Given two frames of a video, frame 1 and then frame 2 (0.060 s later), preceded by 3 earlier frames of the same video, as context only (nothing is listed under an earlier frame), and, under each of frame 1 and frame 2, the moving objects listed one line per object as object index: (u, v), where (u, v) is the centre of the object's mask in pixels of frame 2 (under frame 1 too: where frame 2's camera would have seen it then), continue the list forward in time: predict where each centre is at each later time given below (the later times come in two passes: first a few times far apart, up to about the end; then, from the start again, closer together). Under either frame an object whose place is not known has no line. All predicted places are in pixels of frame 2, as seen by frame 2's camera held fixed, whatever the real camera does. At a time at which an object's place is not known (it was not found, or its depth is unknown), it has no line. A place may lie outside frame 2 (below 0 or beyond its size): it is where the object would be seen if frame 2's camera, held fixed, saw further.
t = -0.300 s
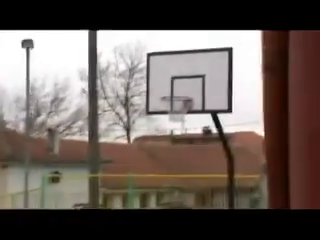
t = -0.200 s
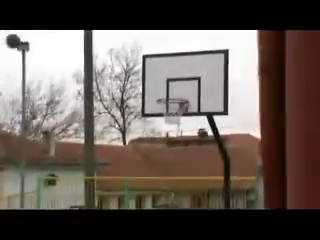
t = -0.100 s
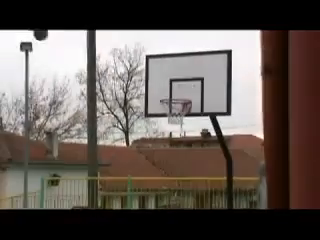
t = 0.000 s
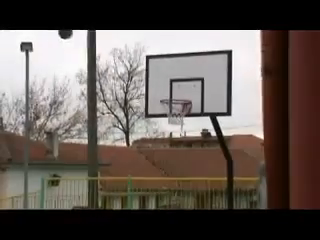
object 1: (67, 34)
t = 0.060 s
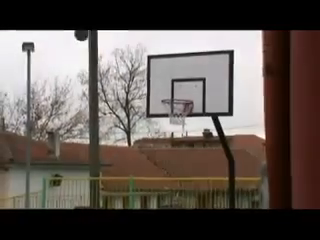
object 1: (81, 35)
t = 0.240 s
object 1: (125, 52)
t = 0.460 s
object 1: (178, 101)
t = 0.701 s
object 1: (180, 109)
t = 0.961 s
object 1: (171, 114)
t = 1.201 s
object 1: (180, 117)
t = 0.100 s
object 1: (91, 36)
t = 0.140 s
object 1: (101, 39)
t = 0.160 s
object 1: (106, 41)
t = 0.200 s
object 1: (115, 46)
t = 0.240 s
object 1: (125, 52)
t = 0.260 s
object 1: (130, 55)
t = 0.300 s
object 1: (139, 62)
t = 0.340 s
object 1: (149, 71)
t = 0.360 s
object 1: (154, 75)
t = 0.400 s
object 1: (164, 85)
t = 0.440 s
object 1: (174, 95)
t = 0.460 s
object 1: (178, 101)
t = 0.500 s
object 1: (185, 108)
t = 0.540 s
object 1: (188, 111)
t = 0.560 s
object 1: (188, 110)
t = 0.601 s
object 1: (185, 110)
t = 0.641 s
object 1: (182, 109)
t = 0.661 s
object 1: (182, 109)
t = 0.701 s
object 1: (180, 109)
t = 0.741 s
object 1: (174, 110)
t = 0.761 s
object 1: (172, 111)
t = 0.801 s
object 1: (171, 111)
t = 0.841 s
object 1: (169, 111)
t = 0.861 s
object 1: (170, 111)
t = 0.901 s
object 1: (170, 112)
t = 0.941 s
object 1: (170, 113)
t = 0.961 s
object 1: (171, 114)
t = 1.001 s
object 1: (173, 115)
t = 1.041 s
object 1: (175, 116)
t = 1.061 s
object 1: (175, 116)
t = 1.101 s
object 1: (177, 117)
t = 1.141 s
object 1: (179, 117)
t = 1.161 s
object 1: (180, 117)
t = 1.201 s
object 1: (180, 117)
